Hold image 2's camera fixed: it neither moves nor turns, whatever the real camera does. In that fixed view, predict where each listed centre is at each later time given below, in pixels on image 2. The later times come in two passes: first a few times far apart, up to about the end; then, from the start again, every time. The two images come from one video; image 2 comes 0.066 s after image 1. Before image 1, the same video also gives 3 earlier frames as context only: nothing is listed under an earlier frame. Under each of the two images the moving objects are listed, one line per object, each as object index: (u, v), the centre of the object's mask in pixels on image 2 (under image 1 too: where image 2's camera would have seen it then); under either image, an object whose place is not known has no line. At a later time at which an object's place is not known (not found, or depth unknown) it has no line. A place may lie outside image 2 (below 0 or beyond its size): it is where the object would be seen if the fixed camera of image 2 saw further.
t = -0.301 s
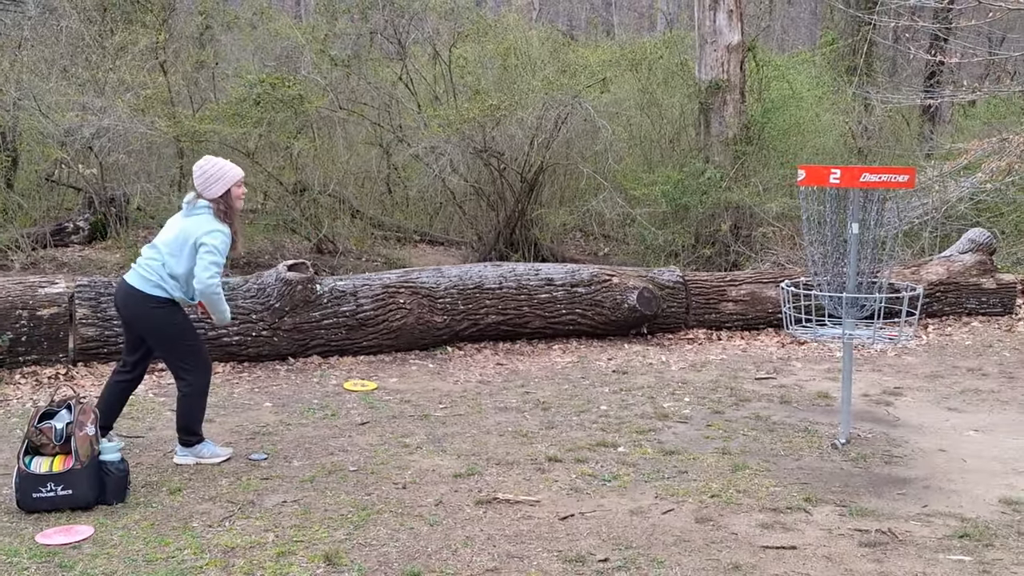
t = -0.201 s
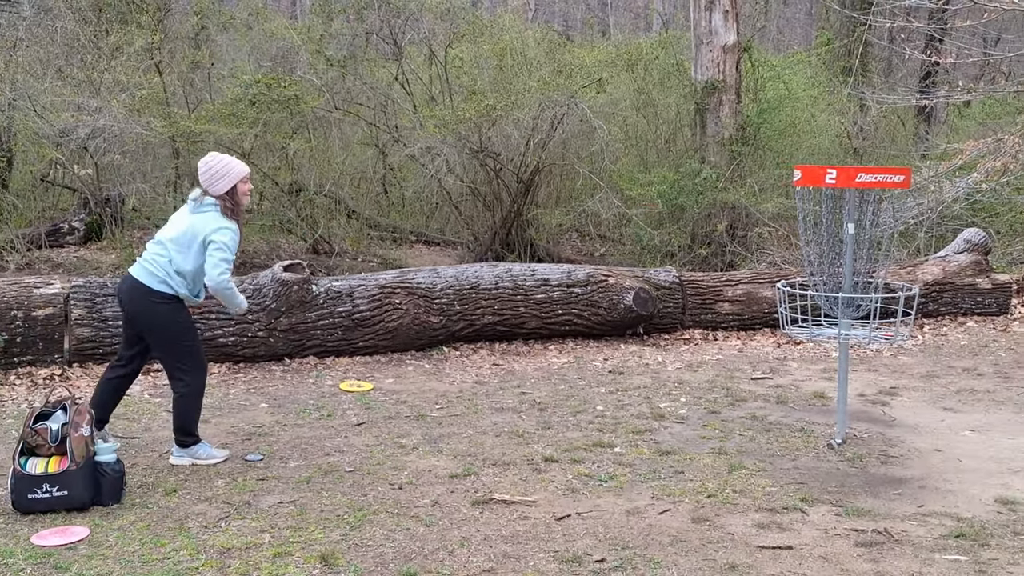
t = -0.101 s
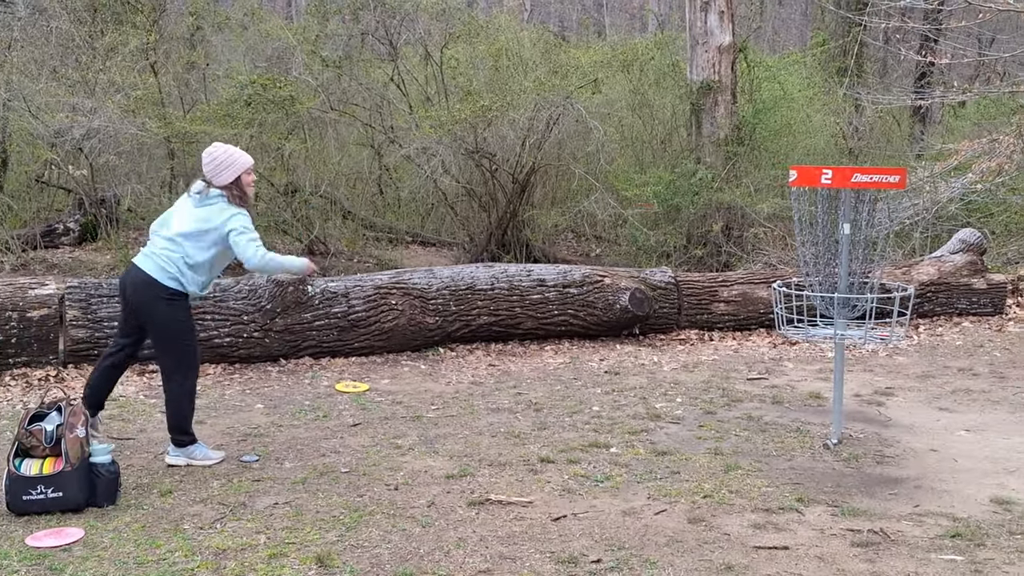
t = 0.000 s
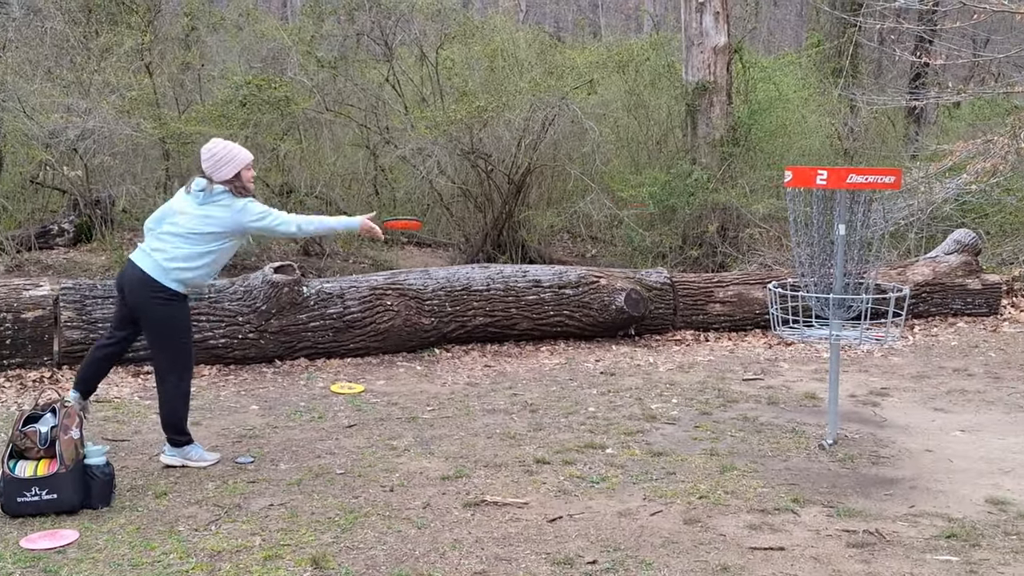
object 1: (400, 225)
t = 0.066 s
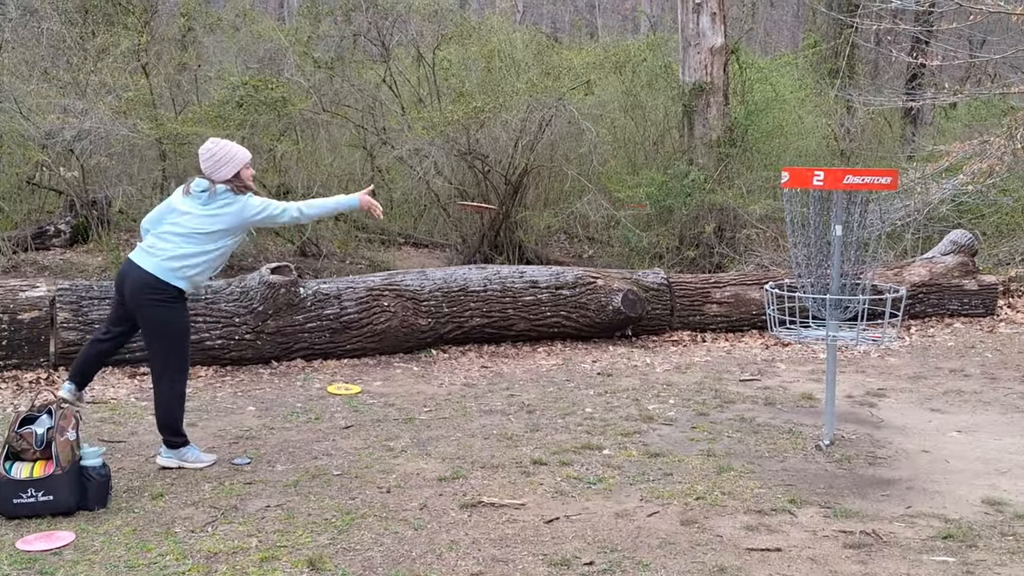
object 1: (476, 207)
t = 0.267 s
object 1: (703, 212)
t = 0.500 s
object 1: (836, 266)
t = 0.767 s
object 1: (809, 311)
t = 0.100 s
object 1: (515, 201)
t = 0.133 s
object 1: (554, 199)
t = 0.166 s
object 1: (591, 199)
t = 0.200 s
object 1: (627, 202)
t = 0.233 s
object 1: (665, 205)
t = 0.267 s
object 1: (703, 212)
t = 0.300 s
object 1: (739, 221)
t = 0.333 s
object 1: (775, 229)
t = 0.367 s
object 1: (802, 239)
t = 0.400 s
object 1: (814, 246)
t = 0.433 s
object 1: (825, 252)
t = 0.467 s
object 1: (832, 258)
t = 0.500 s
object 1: (836, 266)
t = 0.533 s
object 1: (838, 273)
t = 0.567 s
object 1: (837, 279)
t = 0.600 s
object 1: (836, 285)
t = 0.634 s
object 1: (832, 292)
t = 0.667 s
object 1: (827, 299)
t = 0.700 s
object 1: (822, 308)
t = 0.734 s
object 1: (816, 315)
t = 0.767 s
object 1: (809, 311)
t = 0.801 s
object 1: (803, 310)
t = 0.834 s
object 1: (800, 312)
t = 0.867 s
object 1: (801, 312)
